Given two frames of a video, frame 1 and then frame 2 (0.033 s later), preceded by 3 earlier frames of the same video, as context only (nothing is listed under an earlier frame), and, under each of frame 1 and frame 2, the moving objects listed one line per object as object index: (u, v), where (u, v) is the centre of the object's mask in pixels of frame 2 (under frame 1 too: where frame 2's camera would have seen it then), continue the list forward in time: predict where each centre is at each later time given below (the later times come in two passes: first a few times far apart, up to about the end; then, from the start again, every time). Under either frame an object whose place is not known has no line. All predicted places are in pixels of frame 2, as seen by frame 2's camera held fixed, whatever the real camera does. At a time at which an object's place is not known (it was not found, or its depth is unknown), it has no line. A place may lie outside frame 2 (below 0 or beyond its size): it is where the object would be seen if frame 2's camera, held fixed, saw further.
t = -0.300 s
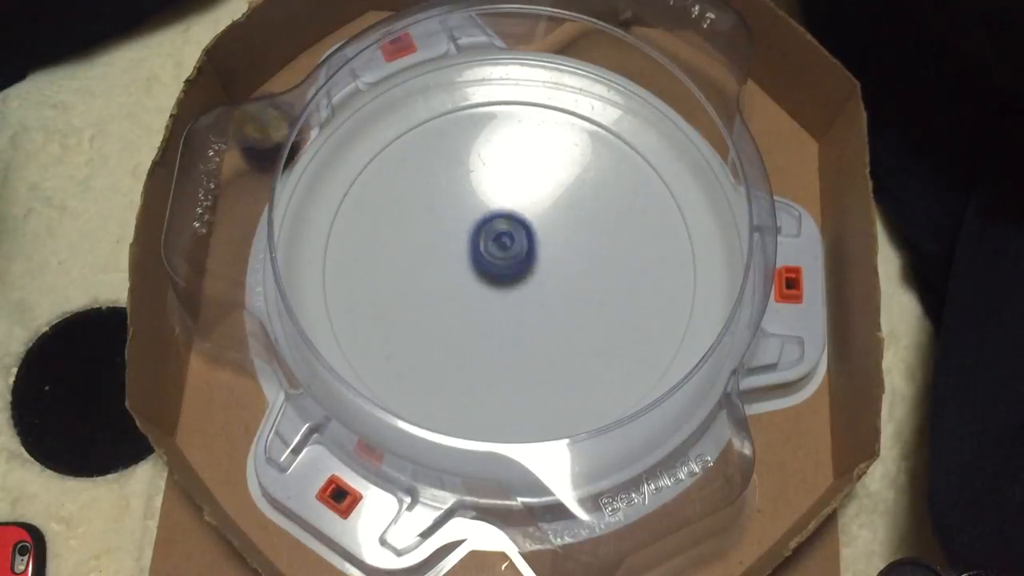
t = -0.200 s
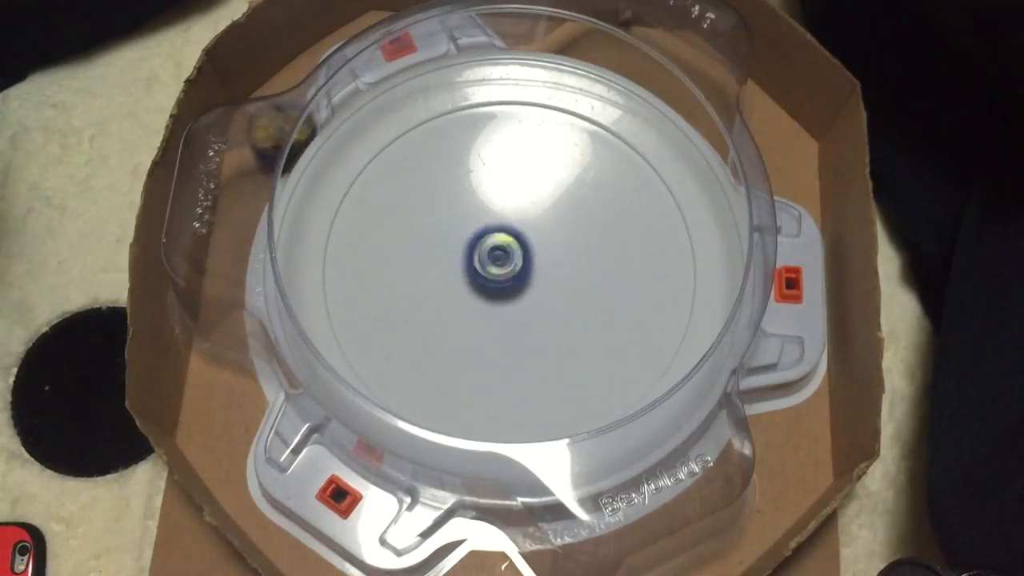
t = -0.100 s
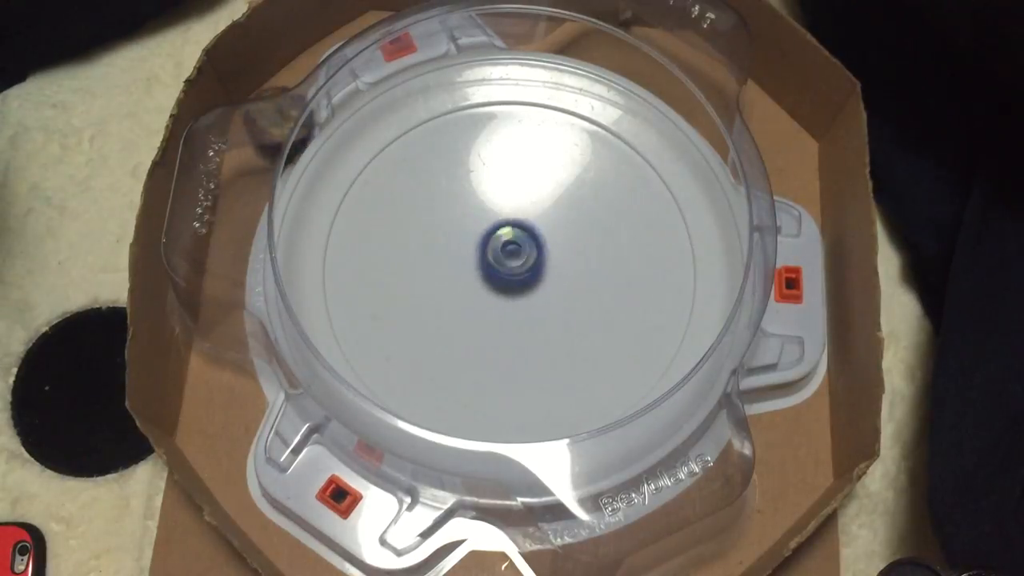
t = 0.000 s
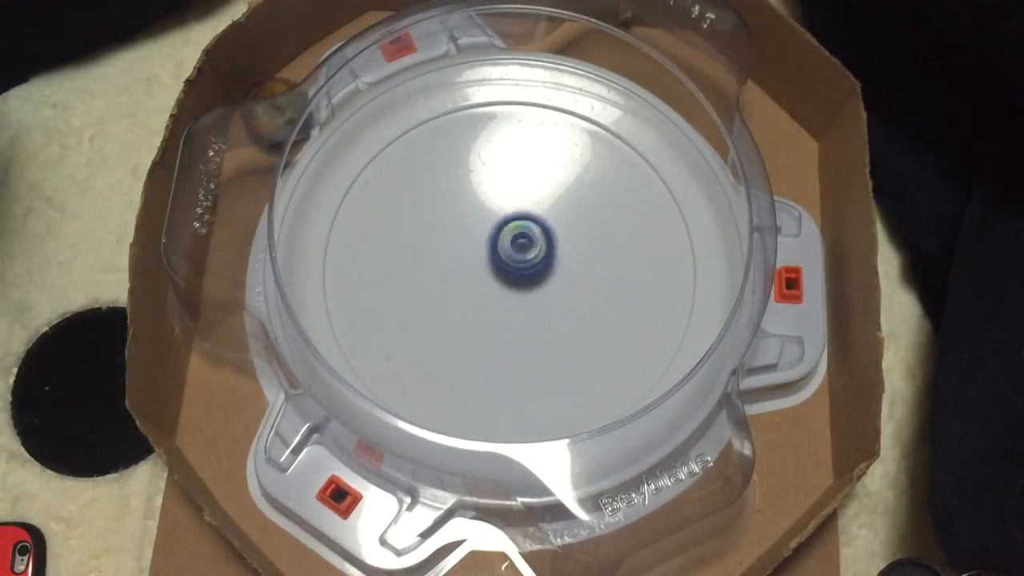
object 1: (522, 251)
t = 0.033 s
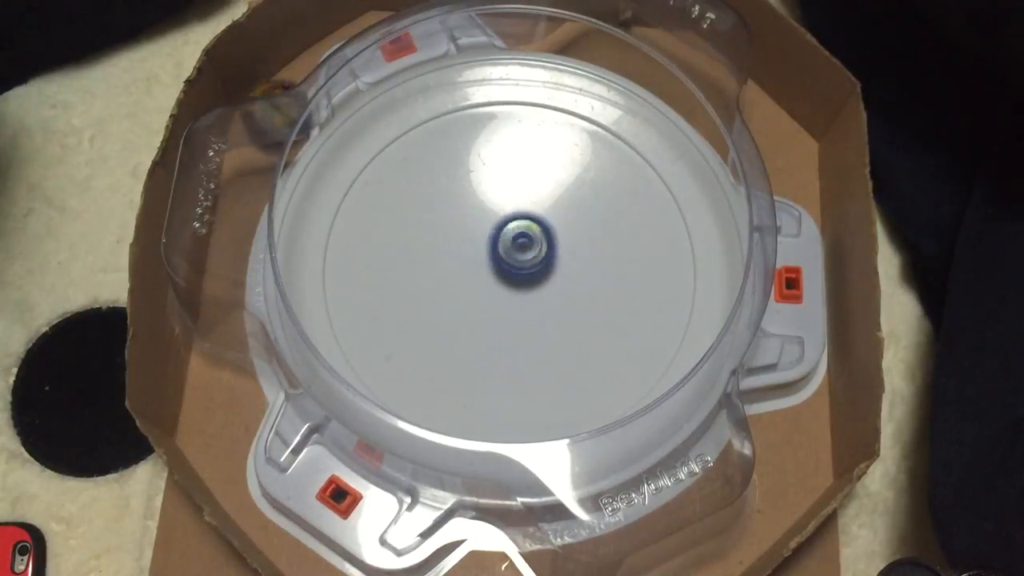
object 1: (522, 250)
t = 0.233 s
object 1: (519, 248)
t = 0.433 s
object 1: (521, 250)
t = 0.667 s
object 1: (528, 262)
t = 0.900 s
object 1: (524, 270)
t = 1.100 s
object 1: (519, 272)
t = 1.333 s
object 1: (503, 289)
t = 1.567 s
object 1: (501, 274)
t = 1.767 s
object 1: (507, 262)
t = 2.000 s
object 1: (493, 270)
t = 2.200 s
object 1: (501, 273)
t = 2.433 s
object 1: (518, 278)
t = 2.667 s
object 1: (521, 274)
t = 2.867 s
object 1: (520, 274)
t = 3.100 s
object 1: (515, 279)
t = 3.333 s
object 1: (507, 282)
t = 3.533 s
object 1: (503, 283)
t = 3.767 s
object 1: (500, 276)
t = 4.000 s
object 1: (496, 267)
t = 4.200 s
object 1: (496, 264)
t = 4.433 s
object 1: (507, 261)
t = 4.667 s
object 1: (514, 261)
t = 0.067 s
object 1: (523, 250)
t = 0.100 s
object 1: (522, 250)
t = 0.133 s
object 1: (521, 249)
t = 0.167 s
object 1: (519, 249)
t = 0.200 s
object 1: (519, 248)
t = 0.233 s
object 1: (519, 248)
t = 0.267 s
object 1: (519, 247)
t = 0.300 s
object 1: (519, 247)
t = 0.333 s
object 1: (520, 248)
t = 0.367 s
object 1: (520, 248)
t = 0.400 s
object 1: (520, 248)
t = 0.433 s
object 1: (521, 250)
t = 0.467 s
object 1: (522, 251)
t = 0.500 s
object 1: (523, 253)
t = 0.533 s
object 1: (523, 254)
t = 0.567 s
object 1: (524, 256)
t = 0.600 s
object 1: (525, 258)
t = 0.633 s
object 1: (527, 260)
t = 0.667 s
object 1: (528, 262)
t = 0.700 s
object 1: (529, 265)
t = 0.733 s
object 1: (530, 267)
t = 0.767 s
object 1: (530, 268)
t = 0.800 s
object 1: (529, 269)
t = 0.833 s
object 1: (527, 270)
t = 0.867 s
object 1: (526, 270)
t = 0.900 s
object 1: (524, 270)
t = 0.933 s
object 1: (522, 269)
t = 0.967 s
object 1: (519, 268)
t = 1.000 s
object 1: (518, 267)
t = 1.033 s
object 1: (518, 267)
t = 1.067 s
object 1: (519, 268)
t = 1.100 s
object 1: (519, 272)
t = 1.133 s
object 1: (517, 277)
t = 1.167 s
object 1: (514, 281)
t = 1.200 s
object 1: (511, 285)
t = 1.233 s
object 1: (509, 287)
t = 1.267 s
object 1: (507, 289)
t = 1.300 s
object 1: (505, 289)
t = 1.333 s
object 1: (503, 289)
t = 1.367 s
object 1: (503, 288)
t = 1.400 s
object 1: (502, 287)
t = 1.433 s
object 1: (502, 285)
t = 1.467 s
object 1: (502, 283)
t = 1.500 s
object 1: (501, 280)
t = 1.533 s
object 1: (501, 277)
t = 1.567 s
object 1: (501, 274)
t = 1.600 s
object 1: (502, 271)
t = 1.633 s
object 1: (503, 268)
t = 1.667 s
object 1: (504, 265)
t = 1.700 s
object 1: (505, 263)
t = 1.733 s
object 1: (507, 262)
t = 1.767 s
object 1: (507, 262)
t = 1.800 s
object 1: (507, 264)
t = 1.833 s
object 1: (505, 266)
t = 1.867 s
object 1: (502, 268)
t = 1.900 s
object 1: (498, 269)
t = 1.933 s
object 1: (495, 270)
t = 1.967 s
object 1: (494, 270)
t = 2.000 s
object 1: (493, 270)
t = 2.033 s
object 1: (493, 270)
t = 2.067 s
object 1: (494, 270)
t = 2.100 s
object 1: (495, 270)
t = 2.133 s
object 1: (497, 271)
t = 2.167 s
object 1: (498, 272)
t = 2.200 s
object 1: (501, 273)
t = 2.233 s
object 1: (503, 274)
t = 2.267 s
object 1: (507, 274)
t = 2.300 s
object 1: (509, 275)
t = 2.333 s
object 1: (512, 276)
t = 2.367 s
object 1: (514, 277)
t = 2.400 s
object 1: (517, 278)
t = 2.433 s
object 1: (518, 278)
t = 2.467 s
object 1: (518, 277)
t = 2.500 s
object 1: (519, 277)
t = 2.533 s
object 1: (519, 275)
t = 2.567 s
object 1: (520, 275)
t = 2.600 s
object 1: (520, 274)
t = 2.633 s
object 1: (520, 274)
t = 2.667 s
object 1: (521, 274)
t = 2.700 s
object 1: (520, 273)
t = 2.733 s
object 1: (521, 273)
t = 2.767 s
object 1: (521, 274)
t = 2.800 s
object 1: (521, 274)
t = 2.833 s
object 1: (521, 274)
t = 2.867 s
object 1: (520, 274)
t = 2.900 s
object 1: (520, 275)
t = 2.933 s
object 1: (519, 276)
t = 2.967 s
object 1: (518, 276)
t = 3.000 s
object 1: (518, 277)
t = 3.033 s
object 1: (516, 278)
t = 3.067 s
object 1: (515, 278)
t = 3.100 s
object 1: (515, 279)
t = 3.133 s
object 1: (513, 280)
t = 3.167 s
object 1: (512, 280)
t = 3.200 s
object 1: (512, 280)
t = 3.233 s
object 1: (510, 281)
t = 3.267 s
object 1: (509, 281)
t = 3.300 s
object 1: (509, 282)
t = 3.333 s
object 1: (507, 282)
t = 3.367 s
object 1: (506, 282)
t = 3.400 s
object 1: (506, 283)
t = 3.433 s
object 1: (505, 284)
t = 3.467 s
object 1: (504, 283)
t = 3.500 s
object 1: (504, 283)
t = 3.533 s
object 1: (503, 283)
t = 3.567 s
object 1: (502, 282)
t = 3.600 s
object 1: (503, 281)
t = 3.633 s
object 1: (502, 281)
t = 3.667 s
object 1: (501, 279)
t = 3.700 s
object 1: (501, 277)
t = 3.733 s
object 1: (501, 276)
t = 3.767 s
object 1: (500, 276)
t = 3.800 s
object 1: (499, 274)
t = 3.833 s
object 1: (498, 272)
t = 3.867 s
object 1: (498, 271)
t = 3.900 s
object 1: (497, 271)
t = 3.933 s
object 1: (496, 269)
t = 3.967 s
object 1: (496, 267)
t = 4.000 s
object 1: (496, 267)
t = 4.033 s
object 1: (495, 267)
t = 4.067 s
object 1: (494, 266)
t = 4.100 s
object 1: (495, 264)
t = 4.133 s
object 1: (496, 265)
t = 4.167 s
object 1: (496, 265)
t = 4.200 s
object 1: (496, 264)
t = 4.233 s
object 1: (498, 263)
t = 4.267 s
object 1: (500, 263)
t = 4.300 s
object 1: (502, 264)
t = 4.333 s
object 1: (502, 264)
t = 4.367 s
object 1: (503, 263)
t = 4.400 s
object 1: (505, 261)
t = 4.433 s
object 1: (507, 261)
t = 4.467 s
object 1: (508, 261)
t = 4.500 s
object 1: (509, 262)
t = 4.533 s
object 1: (509, 261)
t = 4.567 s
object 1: (510, 260)
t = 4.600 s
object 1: (512, 259)
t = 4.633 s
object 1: (513, 260)
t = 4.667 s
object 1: (514, 261)
